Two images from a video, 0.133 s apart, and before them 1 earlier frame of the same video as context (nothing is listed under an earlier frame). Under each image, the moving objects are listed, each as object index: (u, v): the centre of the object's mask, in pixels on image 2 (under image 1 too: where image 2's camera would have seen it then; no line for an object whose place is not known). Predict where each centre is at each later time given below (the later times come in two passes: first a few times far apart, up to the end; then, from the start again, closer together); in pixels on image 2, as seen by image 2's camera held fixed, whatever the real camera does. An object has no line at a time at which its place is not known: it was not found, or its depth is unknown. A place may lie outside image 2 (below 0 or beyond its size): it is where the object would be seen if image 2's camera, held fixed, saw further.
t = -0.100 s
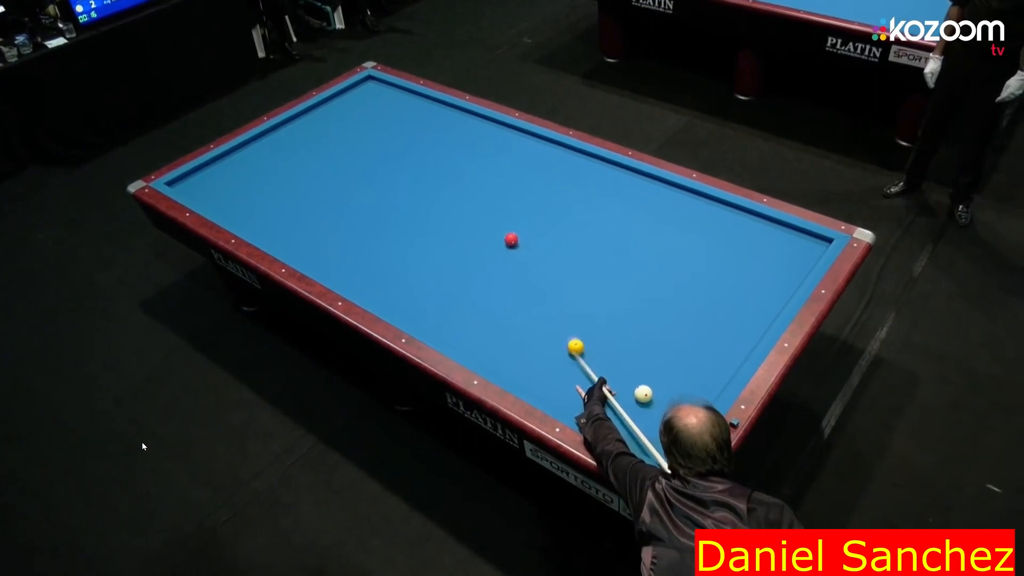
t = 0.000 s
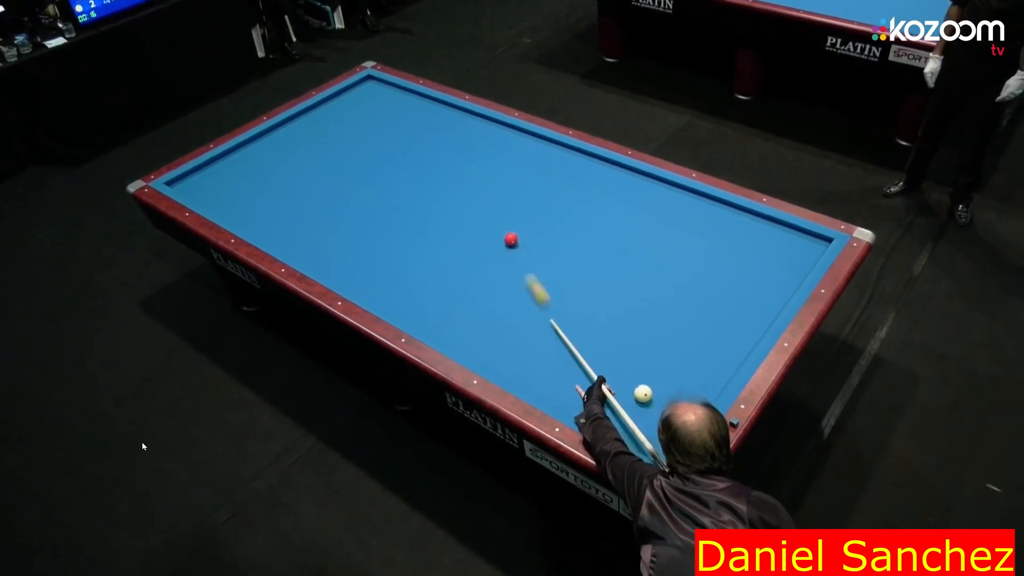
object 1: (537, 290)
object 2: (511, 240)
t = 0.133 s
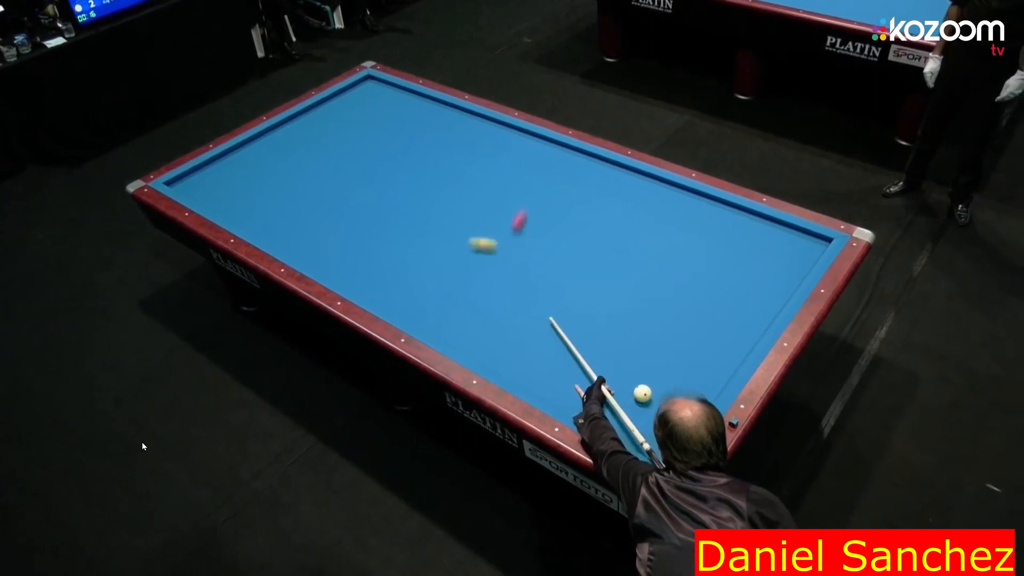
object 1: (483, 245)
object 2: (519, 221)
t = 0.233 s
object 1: (435, 238)
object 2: (535, 187)
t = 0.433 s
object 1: (351, 227)
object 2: (542, 150)
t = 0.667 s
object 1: (267, 216)
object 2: (476, 185)
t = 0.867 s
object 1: (210, 204)
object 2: (422, 212)
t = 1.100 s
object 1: (191, 175)
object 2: (363, 242)
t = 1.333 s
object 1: (210, 190)
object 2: (325, 259)
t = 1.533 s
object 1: (226, 204)
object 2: (360, 236)
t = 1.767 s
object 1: (240, 217)
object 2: (388, 216)
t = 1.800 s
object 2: (392, 213)
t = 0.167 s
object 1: (466, 242)
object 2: (524, 209)
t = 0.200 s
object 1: (451, 241)
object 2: (530, 198)
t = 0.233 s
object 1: (435, 238)
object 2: (535, 187)
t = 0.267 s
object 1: (420, 236)
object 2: (540, 177)
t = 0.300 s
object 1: (405, 234)
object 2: (544, 167)
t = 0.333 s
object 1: (391, 232)
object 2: (549, 158)
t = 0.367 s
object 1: (377, 231)
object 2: (553, 149)
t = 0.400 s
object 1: (363, 229)
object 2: (552, 146)
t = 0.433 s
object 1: (351, 227)
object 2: (542, 150)
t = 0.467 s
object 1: (337, 225)
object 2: (532, 155)
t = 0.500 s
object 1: (326, 224)
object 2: (524, 160)
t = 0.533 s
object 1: (312, 222)
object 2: (513, 165)
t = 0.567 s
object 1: (301, 220)
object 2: (505, 170)
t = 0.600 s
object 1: (290, 219)
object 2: (494, 175)
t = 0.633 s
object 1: (279, 217)
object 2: (486, 179)
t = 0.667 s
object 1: (267, 216)
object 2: (476, 185)
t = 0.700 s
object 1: (257, 214)
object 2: (467, 189)
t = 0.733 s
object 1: (246, 213)
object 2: (458, 194)
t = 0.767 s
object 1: (236, 211)
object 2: (449, 198)
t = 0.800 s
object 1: (225, 210)
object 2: (440, 203)
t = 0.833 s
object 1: (215, 208)
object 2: (431, 207)
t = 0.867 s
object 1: (210, 204)
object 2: (422, 212)
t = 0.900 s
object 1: (208, 199)
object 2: (415, 216)
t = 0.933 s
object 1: (206, 195)
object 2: (405, 220)
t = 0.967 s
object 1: (204, 191)
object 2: (397, 225)
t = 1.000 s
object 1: (201, 186)
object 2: (389, 229)
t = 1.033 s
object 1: (198, 182)
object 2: (380, 233)
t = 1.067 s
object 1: (195, 179)
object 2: (371, 237)
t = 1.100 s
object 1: (191, 175)
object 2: (363, 242)
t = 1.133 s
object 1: (191, 174)
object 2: (354, 246)
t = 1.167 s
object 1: (194, 177)
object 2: (344, 251)
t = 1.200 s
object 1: (198, 180)
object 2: (336, 255)
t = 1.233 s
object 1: (201, 182)
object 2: (326, 260)
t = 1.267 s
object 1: (204, 185)
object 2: (318, 264)
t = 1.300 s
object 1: (207, 188)
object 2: (319, 263)
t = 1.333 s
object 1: (210, 190)
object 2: (325, 259)
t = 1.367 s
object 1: (213, 193)
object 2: (332, 254)
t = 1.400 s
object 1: (216, 195)
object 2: (338, 251)
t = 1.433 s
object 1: (219, 197)
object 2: (344, 246)
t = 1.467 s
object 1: (221, 199)
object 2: (349, 243)
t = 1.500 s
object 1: (223, 202)
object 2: (355, 239)
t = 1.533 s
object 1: (226, 204)
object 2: (360, 236)
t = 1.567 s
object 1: (228, 206)
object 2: (365, 233)
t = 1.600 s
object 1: (230, 207)
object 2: (369, 230)
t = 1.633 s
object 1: (232, 209)
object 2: (373, 227)
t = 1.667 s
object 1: (234, 211)
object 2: (377, 224)
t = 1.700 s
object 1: (236, 213)
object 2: (381, 221)
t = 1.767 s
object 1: (240, 217)
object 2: (388, 216)
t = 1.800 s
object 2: (392, 213)
